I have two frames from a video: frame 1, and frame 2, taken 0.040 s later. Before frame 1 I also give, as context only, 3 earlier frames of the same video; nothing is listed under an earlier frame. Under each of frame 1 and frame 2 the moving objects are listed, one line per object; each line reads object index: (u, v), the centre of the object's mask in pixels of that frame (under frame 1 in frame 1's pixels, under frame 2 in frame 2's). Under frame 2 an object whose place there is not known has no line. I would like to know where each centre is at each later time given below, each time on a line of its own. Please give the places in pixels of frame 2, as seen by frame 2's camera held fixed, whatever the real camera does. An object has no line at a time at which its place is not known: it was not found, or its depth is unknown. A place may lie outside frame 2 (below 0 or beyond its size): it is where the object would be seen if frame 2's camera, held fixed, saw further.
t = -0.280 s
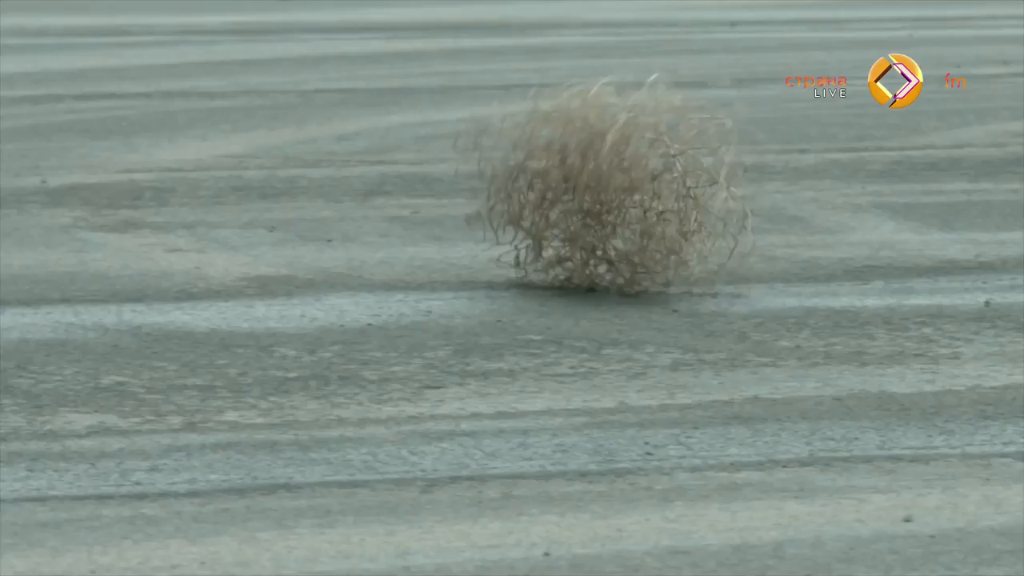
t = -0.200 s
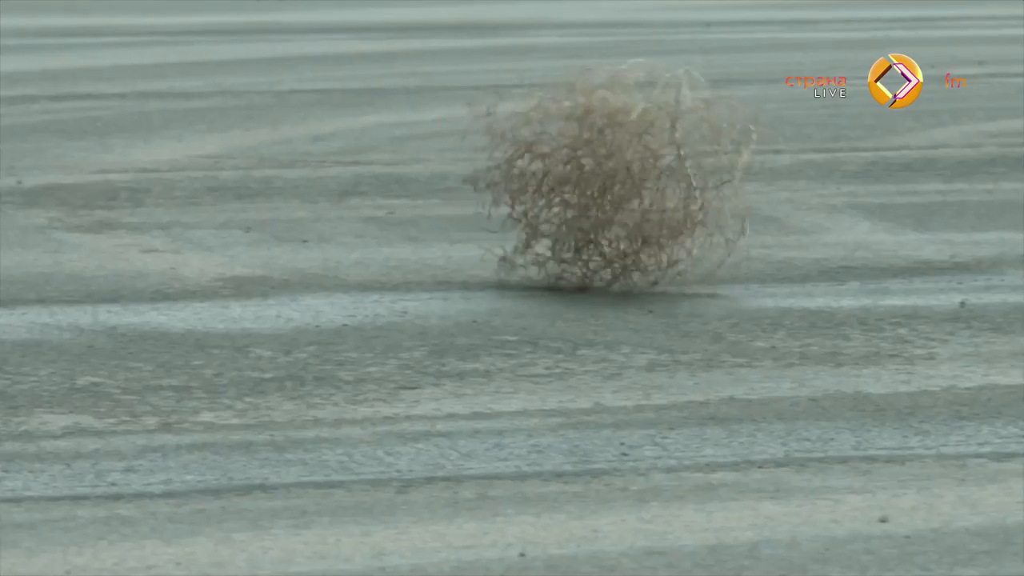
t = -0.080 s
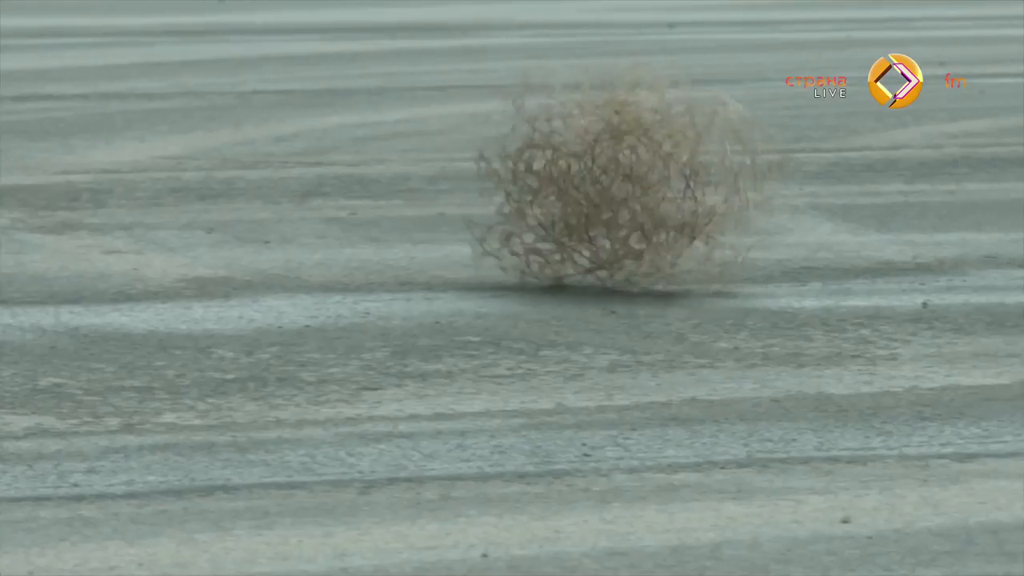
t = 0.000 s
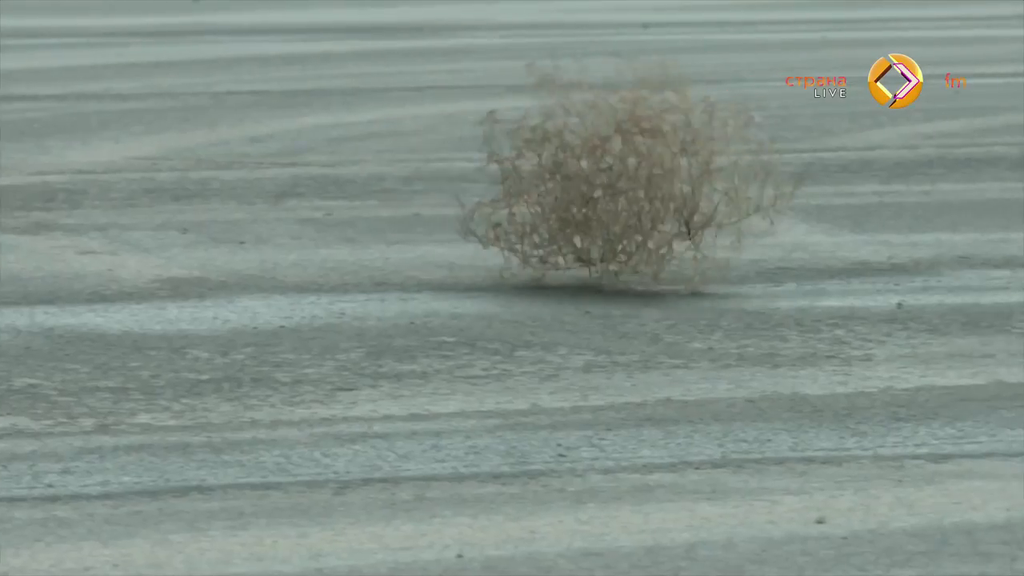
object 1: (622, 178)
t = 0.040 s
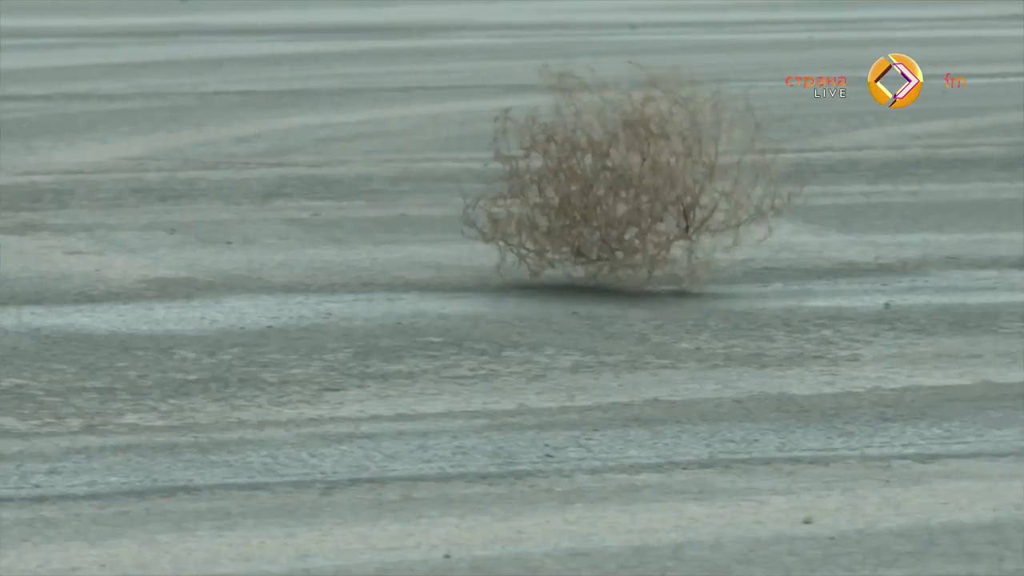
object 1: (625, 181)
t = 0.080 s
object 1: (638, 186)
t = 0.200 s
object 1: (671, 196)
